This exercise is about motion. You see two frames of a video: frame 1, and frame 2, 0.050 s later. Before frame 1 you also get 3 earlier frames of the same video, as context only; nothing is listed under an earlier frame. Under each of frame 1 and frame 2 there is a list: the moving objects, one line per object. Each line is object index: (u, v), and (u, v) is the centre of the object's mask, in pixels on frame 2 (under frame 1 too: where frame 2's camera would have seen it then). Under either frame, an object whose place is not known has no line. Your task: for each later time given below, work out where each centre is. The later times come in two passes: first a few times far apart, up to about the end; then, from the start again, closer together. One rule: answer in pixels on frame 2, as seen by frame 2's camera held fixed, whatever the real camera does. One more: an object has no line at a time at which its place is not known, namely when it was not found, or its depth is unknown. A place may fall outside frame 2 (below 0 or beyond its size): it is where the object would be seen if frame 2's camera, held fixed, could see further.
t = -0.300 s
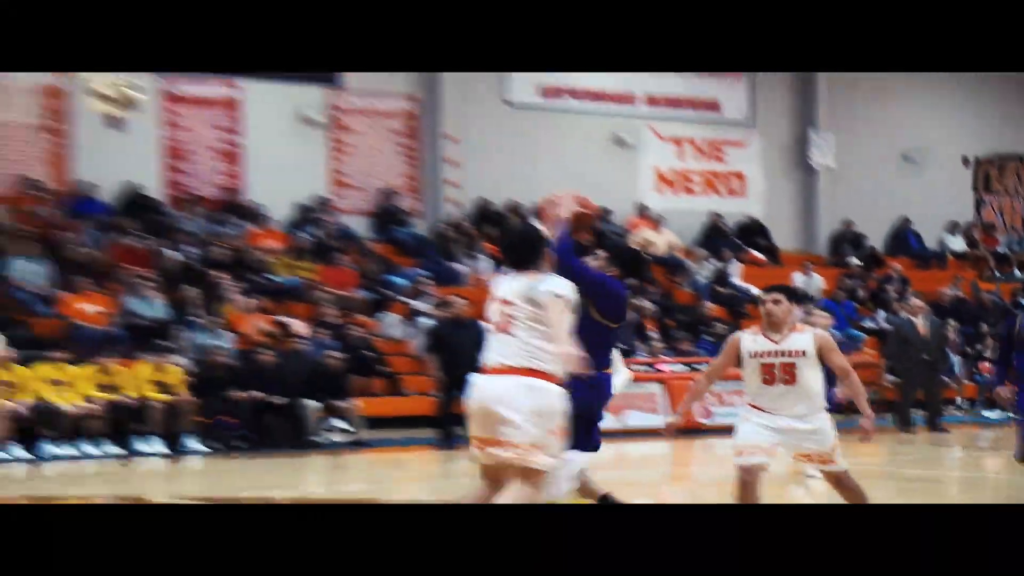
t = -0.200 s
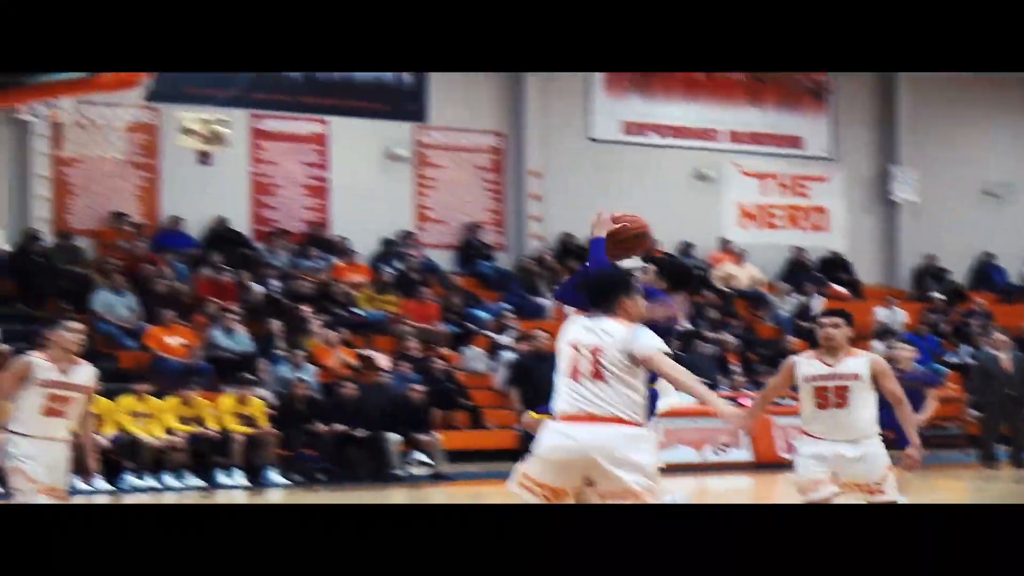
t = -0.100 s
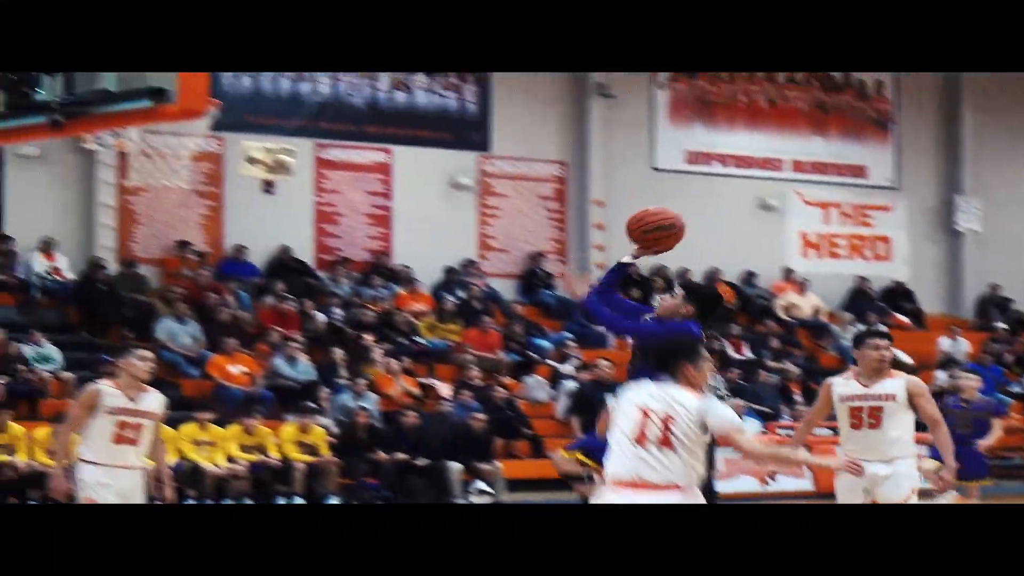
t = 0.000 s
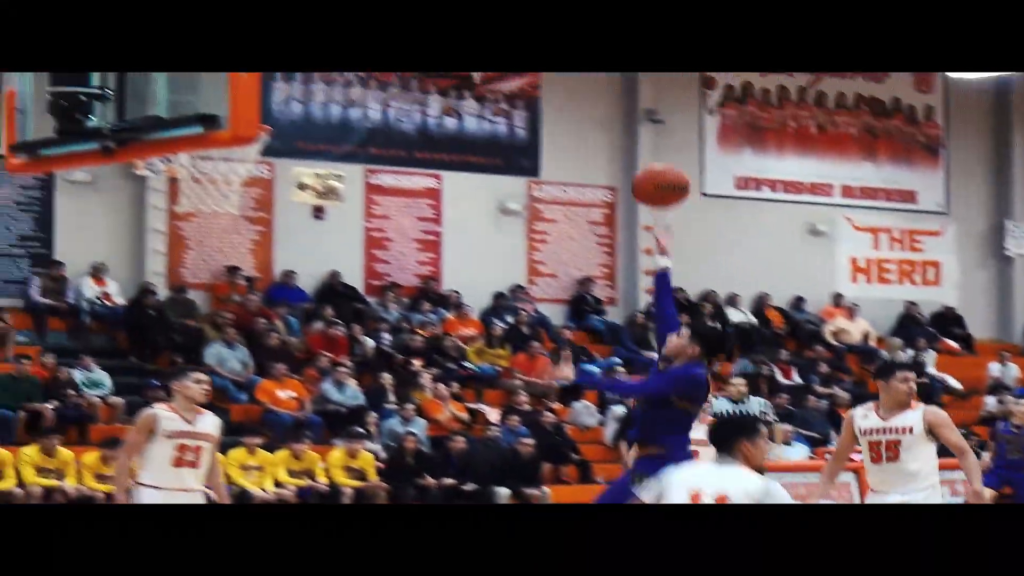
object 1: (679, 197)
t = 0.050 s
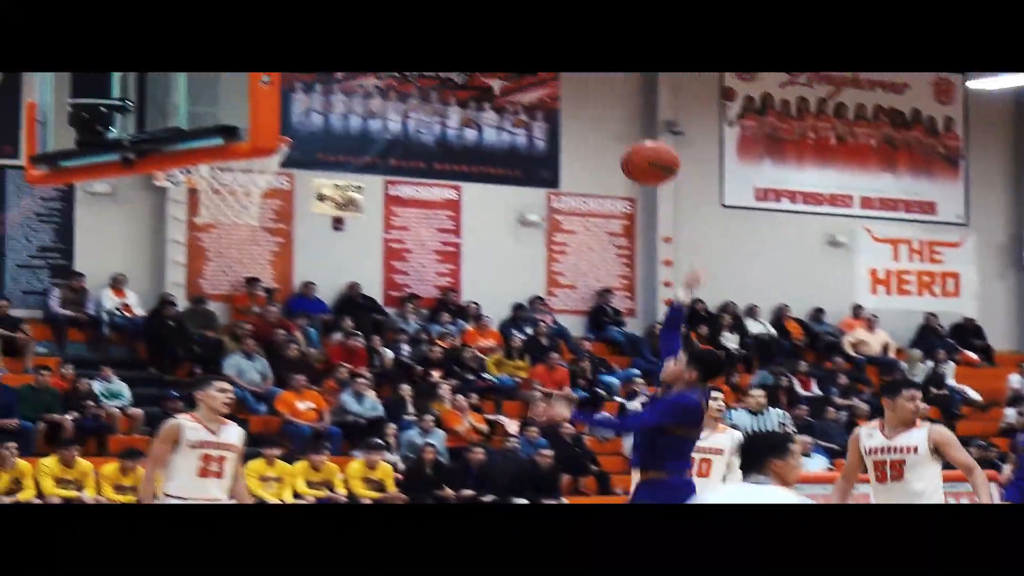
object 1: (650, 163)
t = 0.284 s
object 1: (511, 63)
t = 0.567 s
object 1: (342, 70)
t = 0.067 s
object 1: (640, 153)
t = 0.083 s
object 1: (631, 143)
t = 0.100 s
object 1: (621, 133)
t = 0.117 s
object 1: (611, 125)
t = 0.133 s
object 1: (601, 116)
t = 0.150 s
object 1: (591, 108)
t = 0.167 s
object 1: (582, 101)
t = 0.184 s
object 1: (571, 94)
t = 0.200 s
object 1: (561, 87)
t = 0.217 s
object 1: (552, 82)
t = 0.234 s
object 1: (541, 77)
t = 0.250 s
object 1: (531, 72)
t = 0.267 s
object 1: (522, 67)
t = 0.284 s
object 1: (511, 63)
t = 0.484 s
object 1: (392, 53)
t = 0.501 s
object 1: (382, 55)
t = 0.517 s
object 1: (372, 58)
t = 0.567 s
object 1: (342, 70)
